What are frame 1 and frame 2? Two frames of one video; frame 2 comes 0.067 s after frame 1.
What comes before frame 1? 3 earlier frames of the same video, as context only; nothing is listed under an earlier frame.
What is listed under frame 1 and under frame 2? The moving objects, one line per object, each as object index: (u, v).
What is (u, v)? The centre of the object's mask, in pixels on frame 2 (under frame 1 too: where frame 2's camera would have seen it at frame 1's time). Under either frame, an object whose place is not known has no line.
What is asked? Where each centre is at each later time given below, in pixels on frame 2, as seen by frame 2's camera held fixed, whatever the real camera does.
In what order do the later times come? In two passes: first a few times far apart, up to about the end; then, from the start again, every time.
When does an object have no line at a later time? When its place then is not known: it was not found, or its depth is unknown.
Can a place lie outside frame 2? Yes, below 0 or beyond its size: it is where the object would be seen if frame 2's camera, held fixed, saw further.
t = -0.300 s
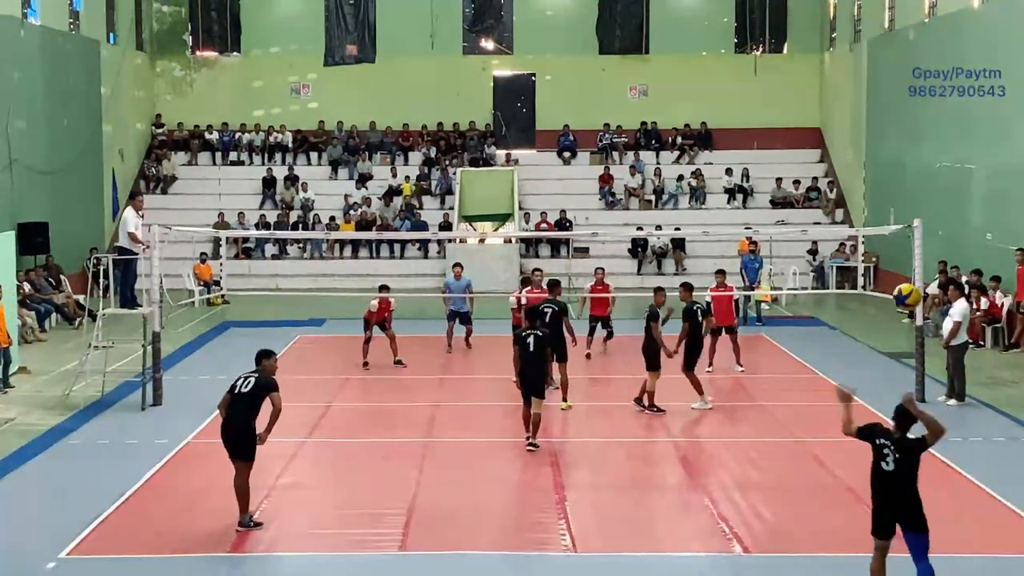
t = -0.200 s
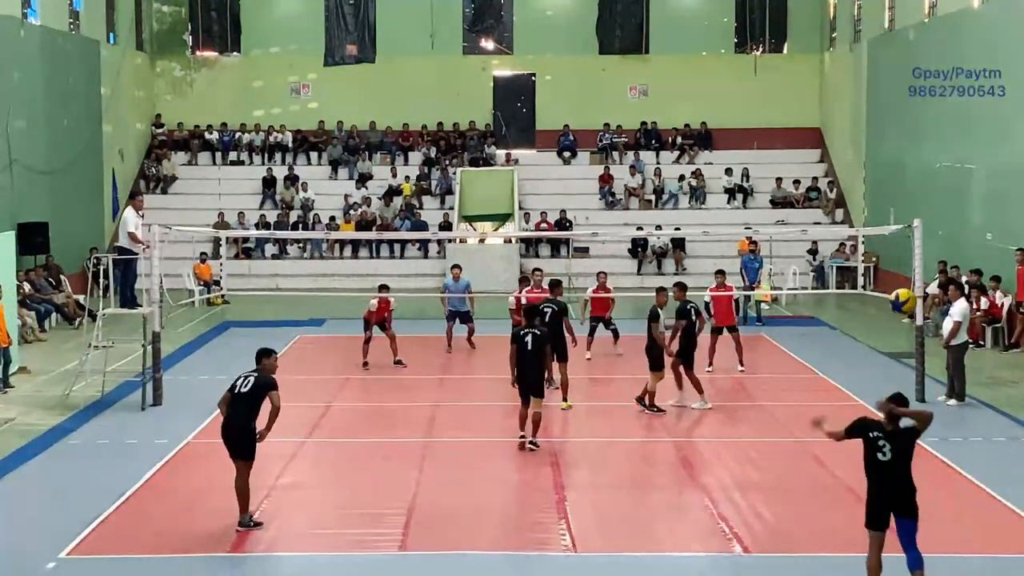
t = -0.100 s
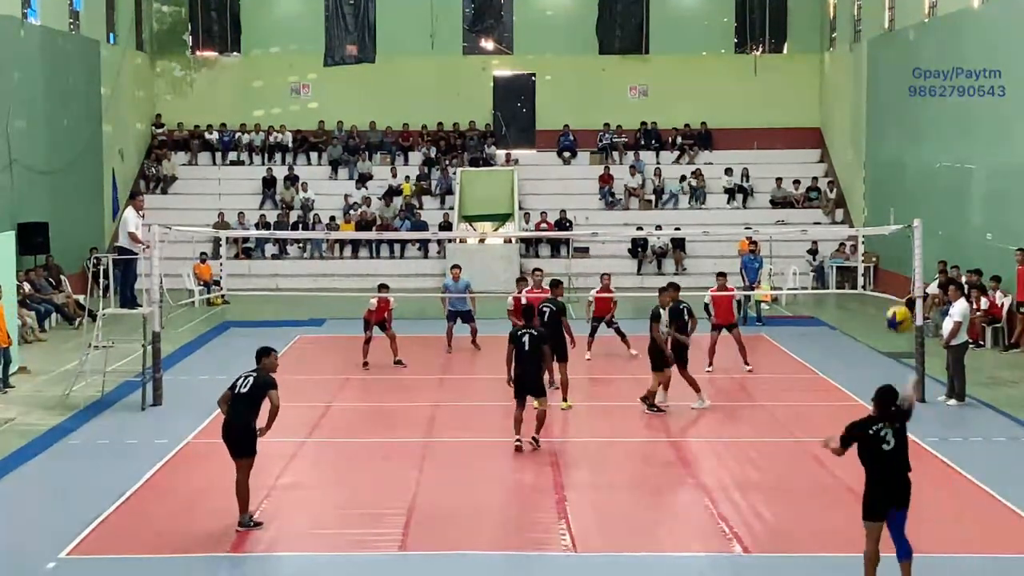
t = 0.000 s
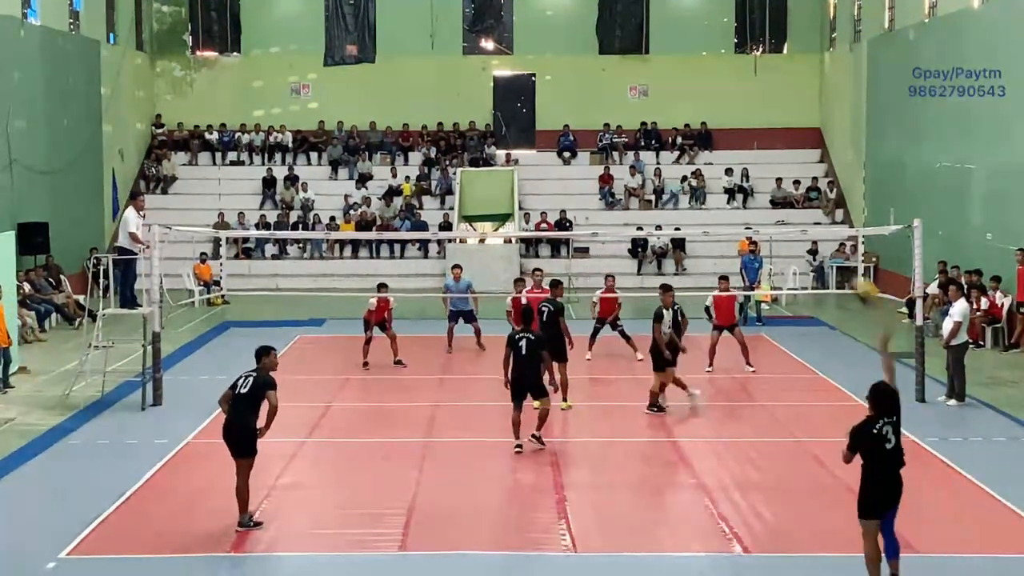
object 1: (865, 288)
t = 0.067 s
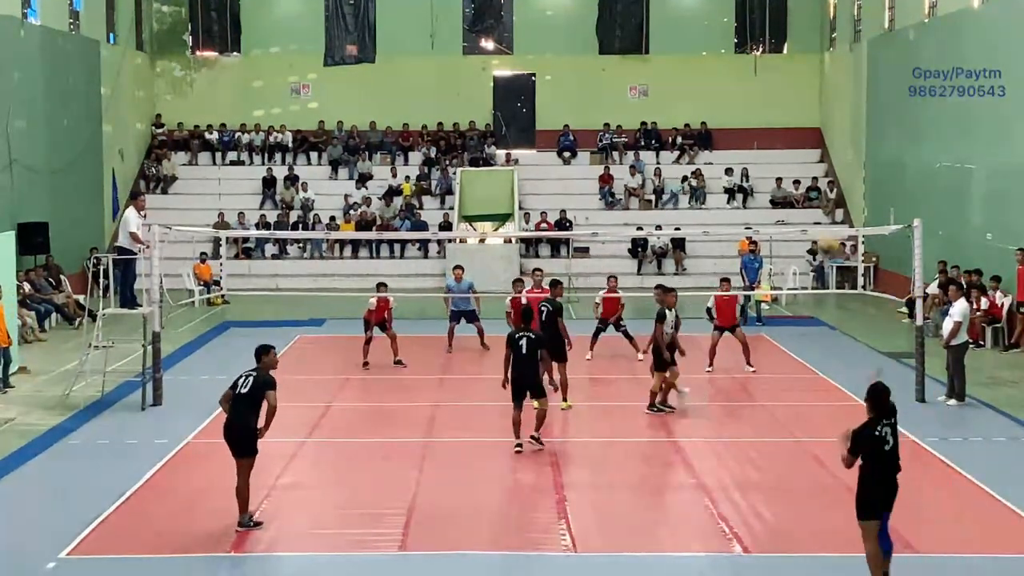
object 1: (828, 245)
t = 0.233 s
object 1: (757, 177)
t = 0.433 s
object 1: (700, 151)
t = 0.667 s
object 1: (650, 172)
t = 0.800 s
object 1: (627, 199)
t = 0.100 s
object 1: (810, 227)
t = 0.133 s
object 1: (795, 209)
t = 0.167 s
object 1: (779, 194)
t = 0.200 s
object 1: (770, 187)
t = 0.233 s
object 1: (757, 177)
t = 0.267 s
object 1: (746, 169)
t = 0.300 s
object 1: (737, 163)
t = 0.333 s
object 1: (727, 158)
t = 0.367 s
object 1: (717, 154)
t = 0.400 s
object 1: (708, 152)
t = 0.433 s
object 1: (700, 151)
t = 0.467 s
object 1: (692, 151)
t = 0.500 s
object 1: (683, 152)
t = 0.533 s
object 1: (677, 154)
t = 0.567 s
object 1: (670, 158)
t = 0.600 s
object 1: (663, 162)
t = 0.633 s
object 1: (658, 166)
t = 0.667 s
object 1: (650, 172)
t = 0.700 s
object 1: (645, 179)
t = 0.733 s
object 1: (639, 185)
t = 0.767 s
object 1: (633, 191)
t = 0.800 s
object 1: (627, 199)
